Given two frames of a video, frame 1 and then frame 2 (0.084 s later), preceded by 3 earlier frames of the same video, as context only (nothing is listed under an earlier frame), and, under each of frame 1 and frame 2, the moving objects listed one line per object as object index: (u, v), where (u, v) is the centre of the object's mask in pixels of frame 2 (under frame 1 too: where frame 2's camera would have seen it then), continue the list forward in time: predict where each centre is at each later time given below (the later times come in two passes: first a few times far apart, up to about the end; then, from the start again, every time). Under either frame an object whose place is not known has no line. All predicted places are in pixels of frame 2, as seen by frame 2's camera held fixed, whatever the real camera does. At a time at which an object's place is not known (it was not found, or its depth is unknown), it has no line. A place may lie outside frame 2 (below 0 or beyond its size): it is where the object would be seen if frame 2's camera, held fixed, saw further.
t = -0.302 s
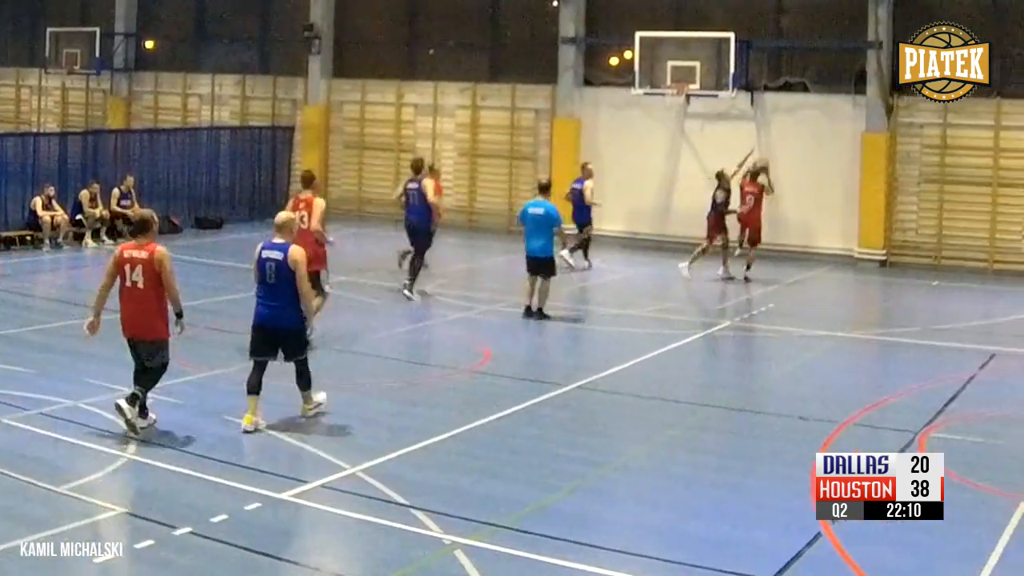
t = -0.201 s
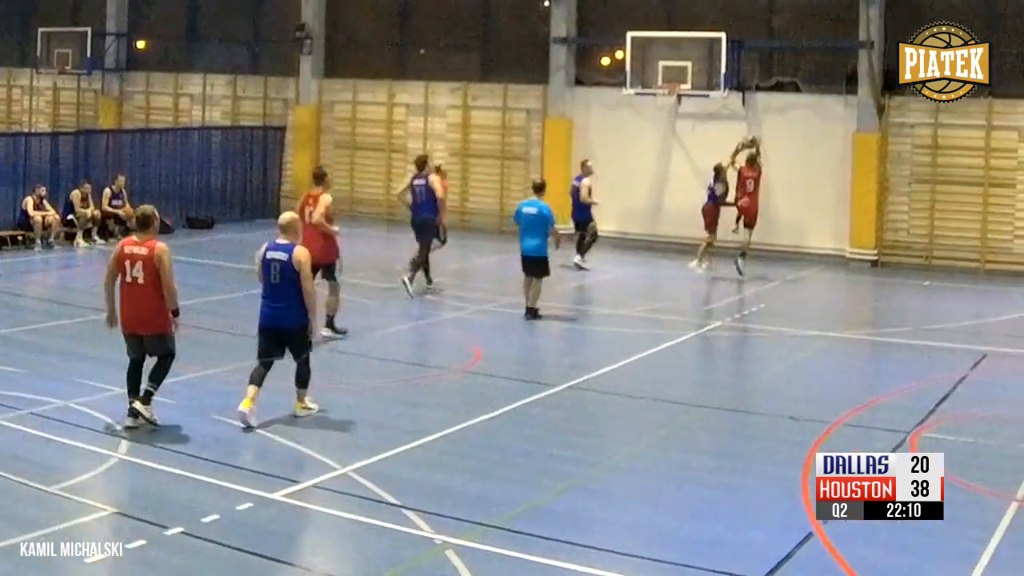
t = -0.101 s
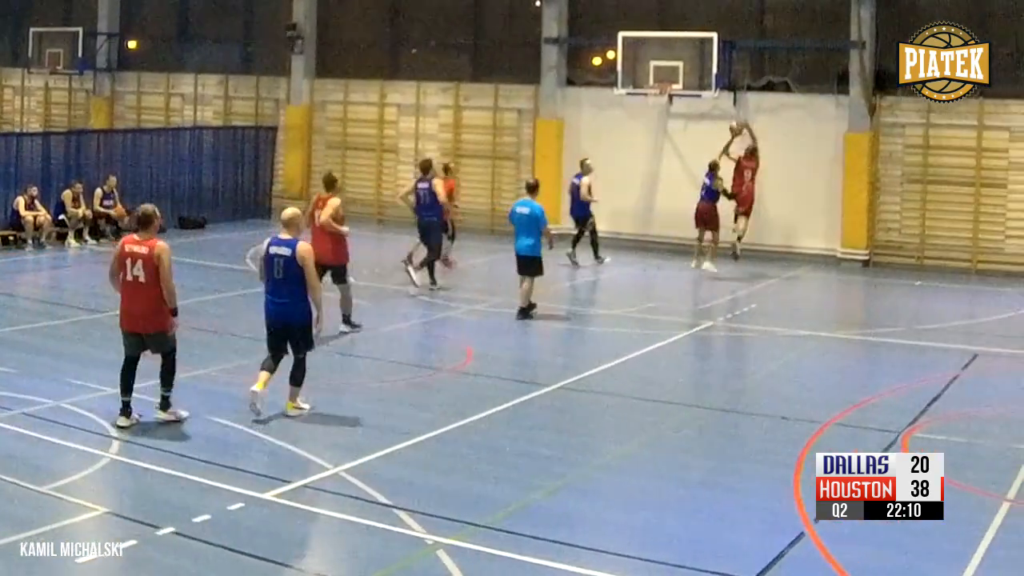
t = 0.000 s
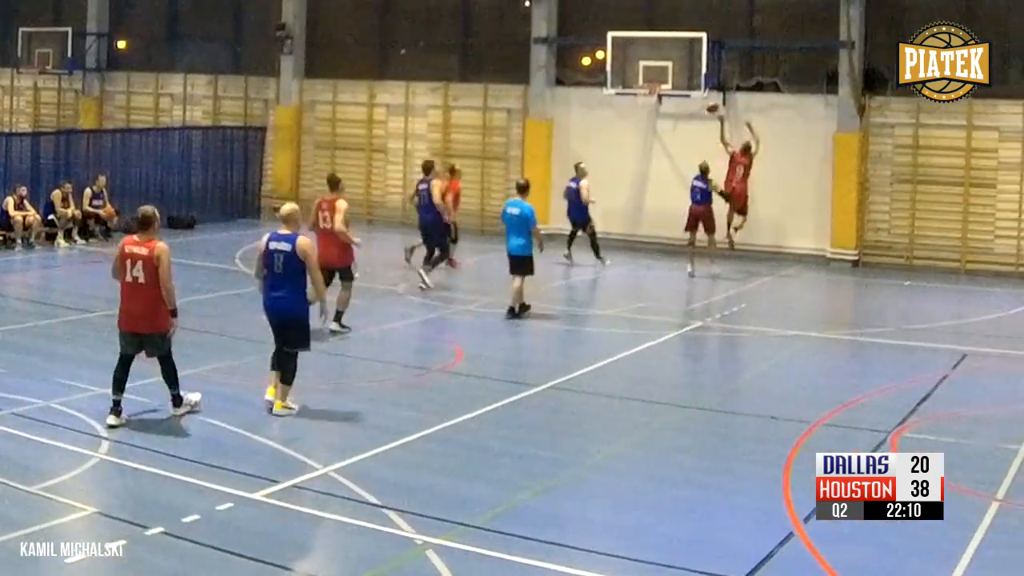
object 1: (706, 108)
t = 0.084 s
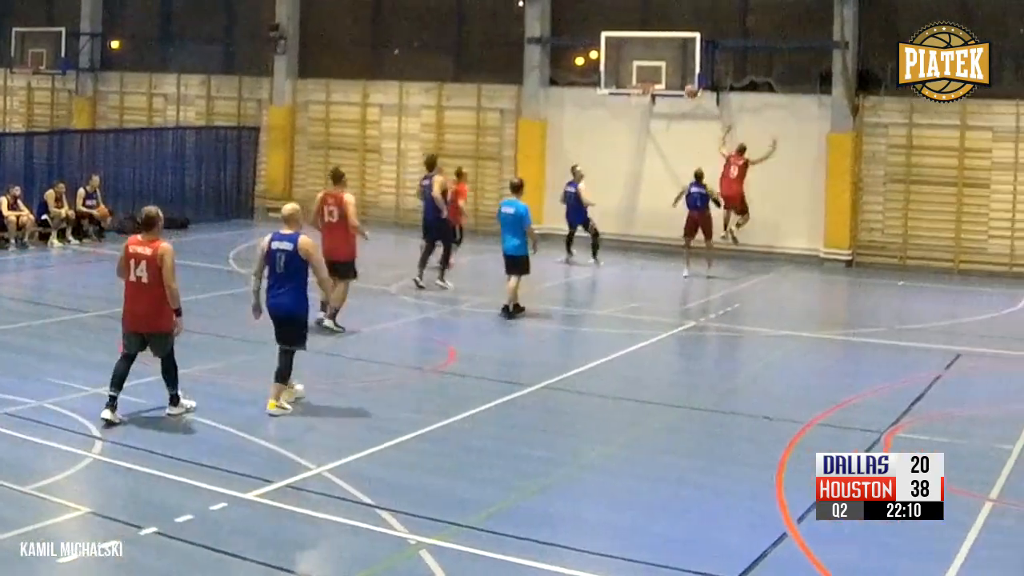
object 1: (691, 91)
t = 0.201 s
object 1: (674, 79)
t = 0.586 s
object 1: (637, 90)
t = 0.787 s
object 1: (638, 110)
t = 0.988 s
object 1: (641, 149)
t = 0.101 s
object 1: (688, 89)
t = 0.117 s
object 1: (687, 86)
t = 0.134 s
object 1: (684, 83)
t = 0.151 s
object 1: (681, 81)
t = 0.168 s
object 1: (679, 80)
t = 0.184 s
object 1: (675, 79)
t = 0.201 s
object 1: (674, 79)
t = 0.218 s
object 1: (670, 74)
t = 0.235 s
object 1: (667, 74)
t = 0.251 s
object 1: (665, 76)
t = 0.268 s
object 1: (662, 74)
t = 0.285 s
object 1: (659, 75)
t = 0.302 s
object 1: (659, 74)
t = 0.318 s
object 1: (656, 75)
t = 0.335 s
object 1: (654, 73)
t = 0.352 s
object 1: (652, 74)
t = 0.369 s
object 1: (650, 75)
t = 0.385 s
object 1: (647, 78)
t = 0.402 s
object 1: (644, 80)
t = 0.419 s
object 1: (641, 82)
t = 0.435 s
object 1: (639, 83)
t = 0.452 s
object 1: (639, 84)
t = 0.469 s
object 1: (639, 83)
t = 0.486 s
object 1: (639, 83)
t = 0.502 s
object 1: (639, 86)
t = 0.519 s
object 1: (637, 86)
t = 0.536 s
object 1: (637, 87)
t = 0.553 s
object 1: (637, 88)
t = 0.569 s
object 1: (637, 89)
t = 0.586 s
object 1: (637, 90)
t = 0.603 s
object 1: (636, 91)
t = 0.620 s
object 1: (635, 92)
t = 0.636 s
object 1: (633, 95)
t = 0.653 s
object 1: (634, 98)
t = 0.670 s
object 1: (635, 99)
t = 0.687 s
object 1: (635, 100)
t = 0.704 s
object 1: (635, 101)
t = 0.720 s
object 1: (636, 103)
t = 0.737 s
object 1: (637, 105)
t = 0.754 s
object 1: (637, 107)
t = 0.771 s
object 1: (637, 109)
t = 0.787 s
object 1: (638, 110)
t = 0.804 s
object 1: (638, 113)
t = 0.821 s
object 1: (638, 115)
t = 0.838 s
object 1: (639, 117)
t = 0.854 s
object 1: (639, 121)
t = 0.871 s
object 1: (639, 124)
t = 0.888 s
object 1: (640, 127)
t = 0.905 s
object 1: (640, 131)
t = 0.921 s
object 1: (640, 134)
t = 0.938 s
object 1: (641, 137)
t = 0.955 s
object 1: (641, 140)
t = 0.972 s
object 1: (641, 145)
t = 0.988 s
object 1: (641, 149)
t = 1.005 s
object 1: (641, 153)
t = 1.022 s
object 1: (642, 157)
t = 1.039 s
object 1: (642, 162)
